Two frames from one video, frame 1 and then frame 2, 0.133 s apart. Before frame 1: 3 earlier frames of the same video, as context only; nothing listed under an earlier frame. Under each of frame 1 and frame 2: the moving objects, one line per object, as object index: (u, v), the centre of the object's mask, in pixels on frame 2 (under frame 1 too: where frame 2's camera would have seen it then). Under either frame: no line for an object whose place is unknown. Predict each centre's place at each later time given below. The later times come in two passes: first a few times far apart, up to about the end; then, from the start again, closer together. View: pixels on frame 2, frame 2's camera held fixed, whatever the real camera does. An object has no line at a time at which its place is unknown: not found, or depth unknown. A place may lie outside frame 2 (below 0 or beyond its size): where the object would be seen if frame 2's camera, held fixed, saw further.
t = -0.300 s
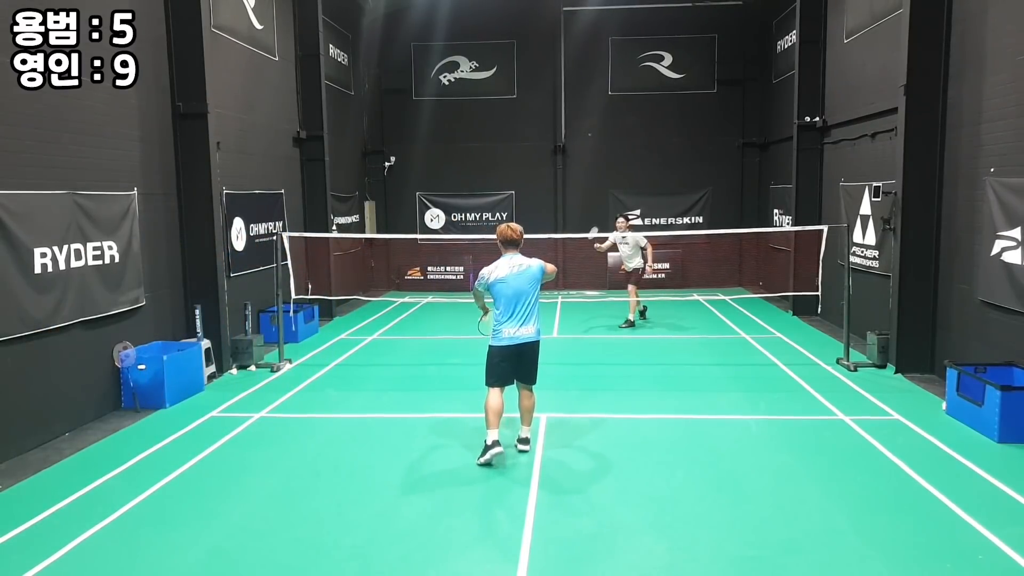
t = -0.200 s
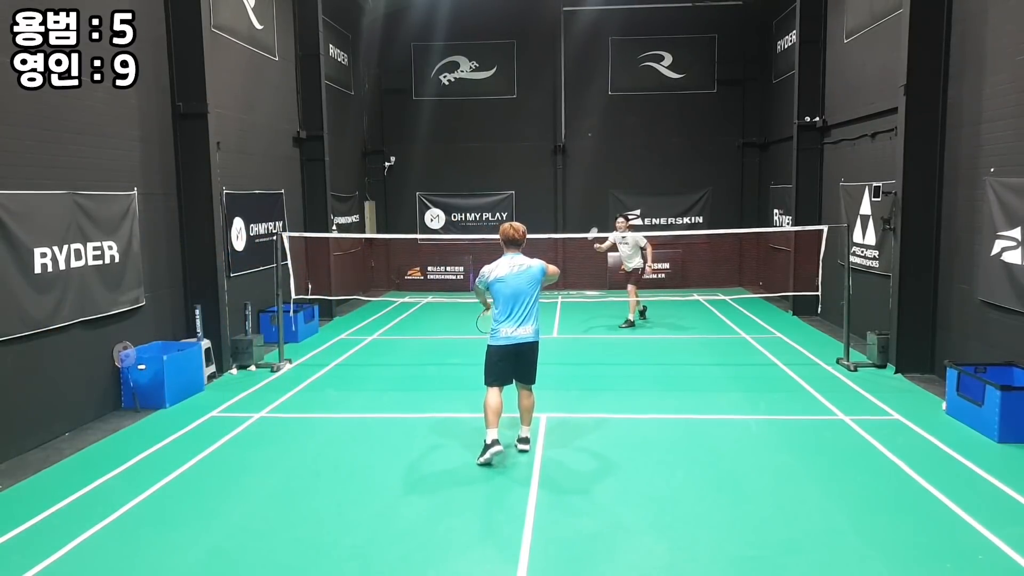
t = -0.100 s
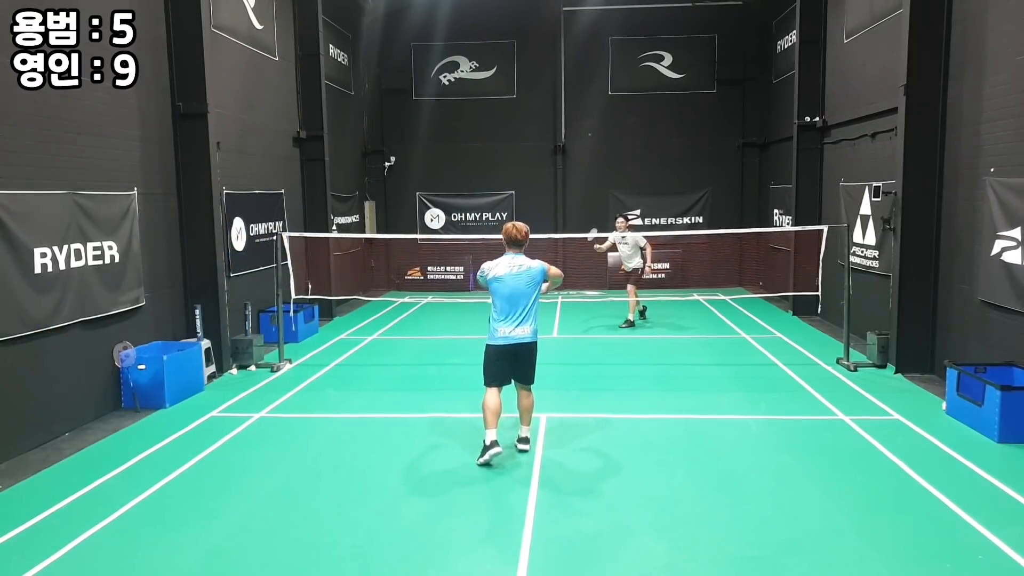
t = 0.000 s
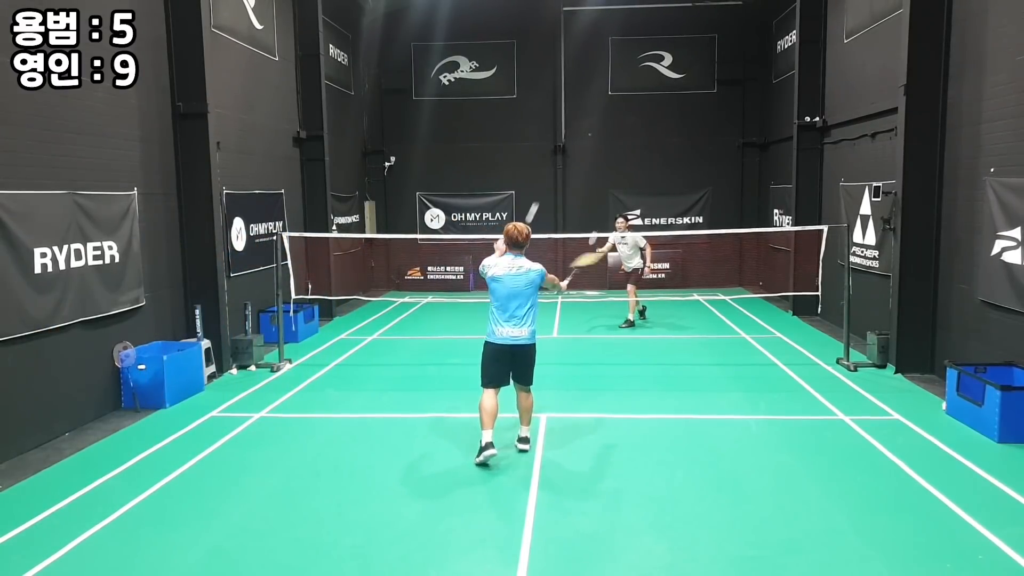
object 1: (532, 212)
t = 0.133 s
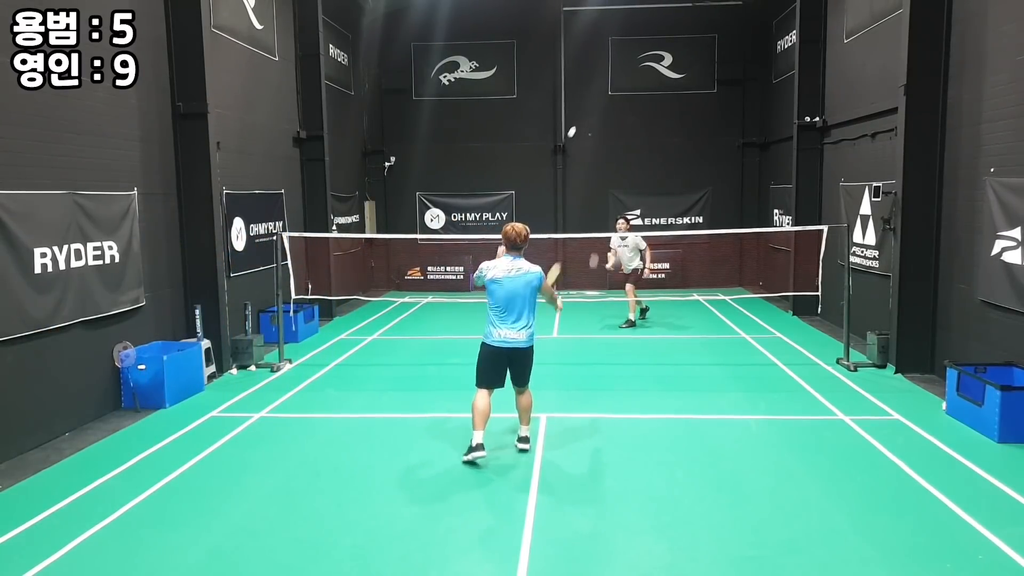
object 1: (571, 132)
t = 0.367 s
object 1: (604, 93)
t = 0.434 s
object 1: (610, 93)
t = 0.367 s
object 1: (604, 93)
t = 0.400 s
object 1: (607, 92)
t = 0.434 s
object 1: (610, 93)
